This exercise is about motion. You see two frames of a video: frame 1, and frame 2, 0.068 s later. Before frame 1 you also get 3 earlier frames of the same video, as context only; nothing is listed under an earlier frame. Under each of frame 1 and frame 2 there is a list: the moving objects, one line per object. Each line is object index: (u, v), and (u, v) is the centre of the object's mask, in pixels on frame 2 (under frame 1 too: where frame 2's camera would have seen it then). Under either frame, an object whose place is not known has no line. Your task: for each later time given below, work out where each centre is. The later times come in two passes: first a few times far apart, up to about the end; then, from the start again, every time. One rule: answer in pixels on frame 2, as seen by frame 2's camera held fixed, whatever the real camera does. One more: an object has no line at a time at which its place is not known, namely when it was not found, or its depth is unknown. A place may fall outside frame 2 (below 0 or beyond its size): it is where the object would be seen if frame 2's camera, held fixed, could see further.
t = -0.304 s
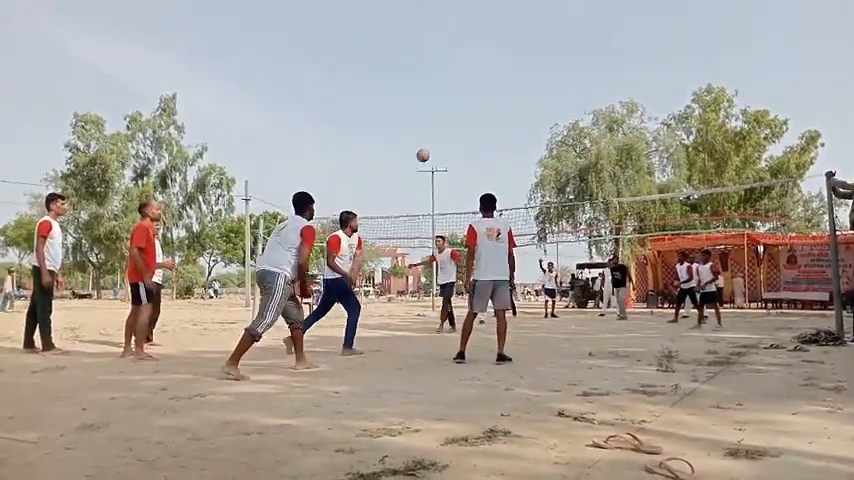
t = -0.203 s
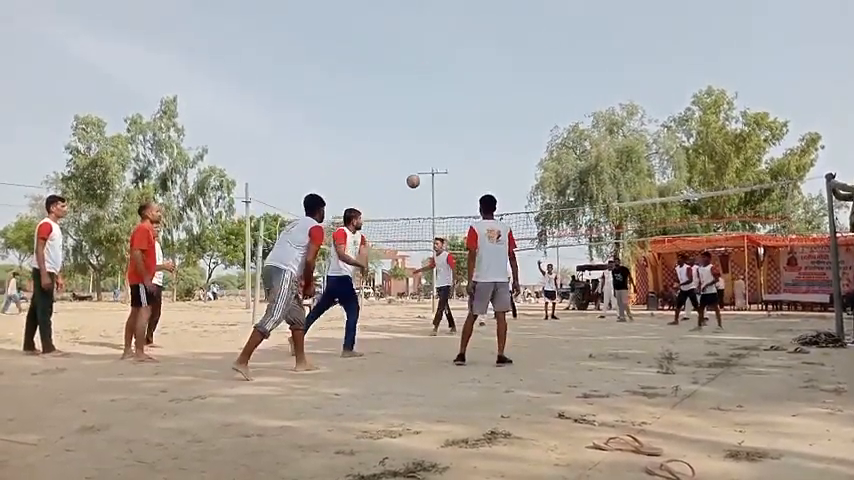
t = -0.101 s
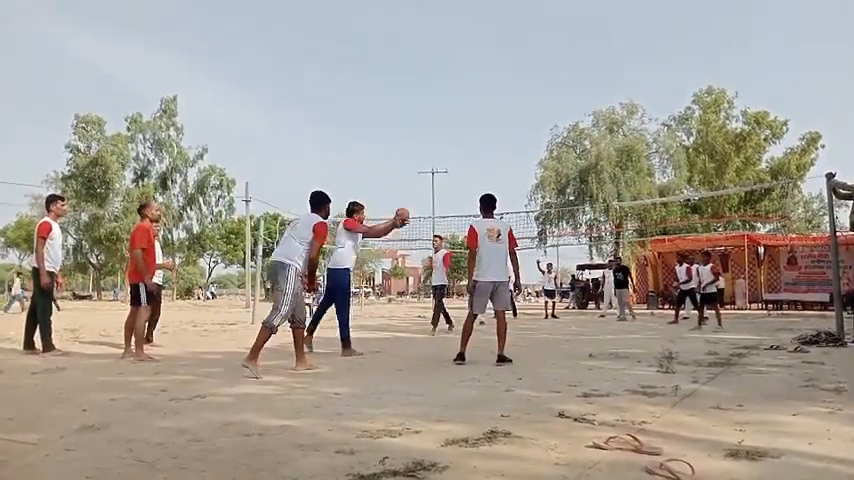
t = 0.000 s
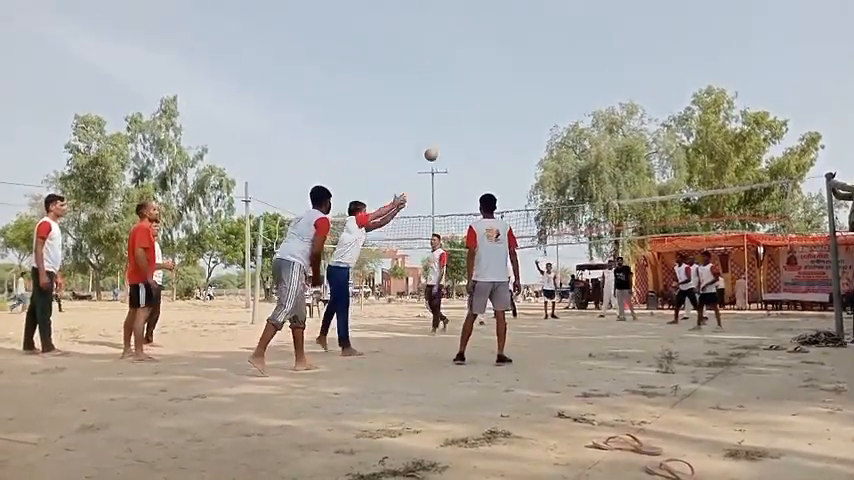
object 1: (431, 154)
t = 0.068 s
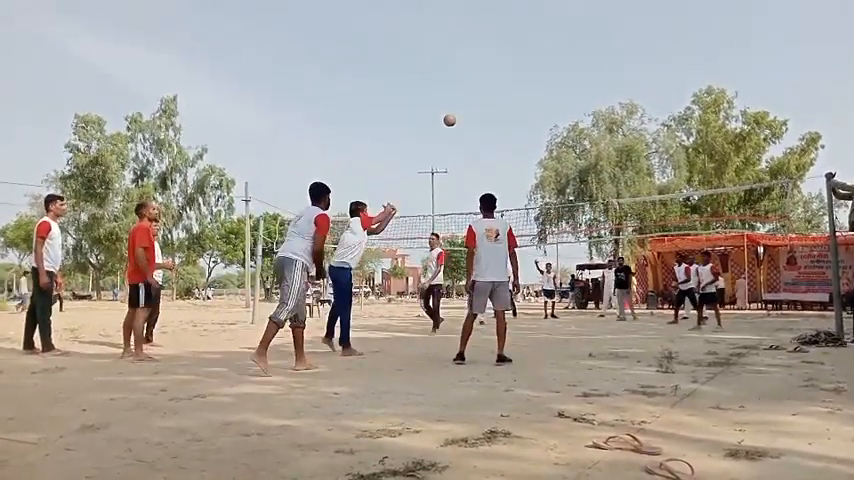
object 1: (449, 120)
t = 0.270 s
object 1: (498, 52)
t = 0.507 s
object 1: (542, 21)
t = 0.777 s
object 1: (582, 29)
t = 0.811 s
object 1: (587, 33)
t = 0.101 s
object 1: (458, 105)
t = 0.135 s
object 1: (467, 92)
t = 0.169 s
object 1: (475, 81)
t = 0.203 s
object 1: (483, 71)
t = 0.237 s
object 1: (490, 61)
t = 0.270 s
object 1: (498, 52)
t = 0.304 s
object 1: (505, 45)
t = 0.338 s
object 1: (511, 39)
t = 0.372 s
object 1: (518, 35)
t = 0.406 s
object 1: (524, 30)
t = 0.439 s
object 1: (530, 26)
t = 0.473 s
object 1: (536, 23)
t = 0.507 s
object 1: (542, 21)
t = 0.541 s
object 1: (548, 21)
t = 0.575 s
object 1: (554, 20)
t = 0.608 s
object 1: (559, 20)
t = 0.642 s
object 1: (564, 21)
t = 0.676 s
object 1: (569, 22)
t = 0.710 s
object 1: (573, 24)
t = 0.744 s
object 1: (578, 26)
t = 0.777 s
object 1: (582, 29)
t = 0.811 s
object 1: (587, 33)
